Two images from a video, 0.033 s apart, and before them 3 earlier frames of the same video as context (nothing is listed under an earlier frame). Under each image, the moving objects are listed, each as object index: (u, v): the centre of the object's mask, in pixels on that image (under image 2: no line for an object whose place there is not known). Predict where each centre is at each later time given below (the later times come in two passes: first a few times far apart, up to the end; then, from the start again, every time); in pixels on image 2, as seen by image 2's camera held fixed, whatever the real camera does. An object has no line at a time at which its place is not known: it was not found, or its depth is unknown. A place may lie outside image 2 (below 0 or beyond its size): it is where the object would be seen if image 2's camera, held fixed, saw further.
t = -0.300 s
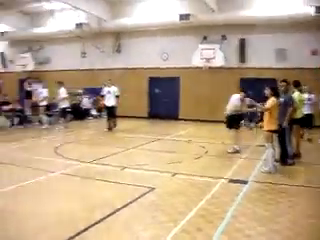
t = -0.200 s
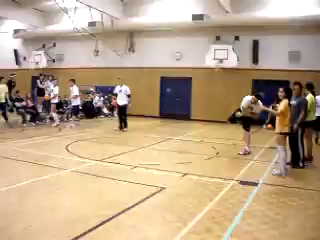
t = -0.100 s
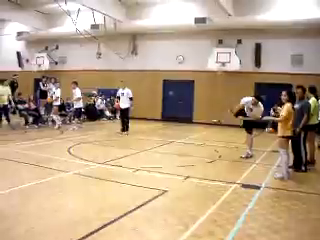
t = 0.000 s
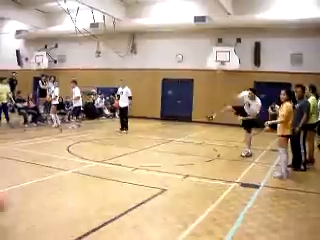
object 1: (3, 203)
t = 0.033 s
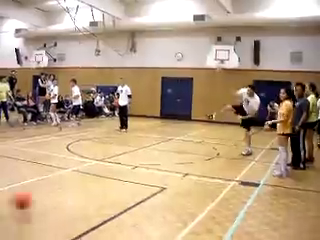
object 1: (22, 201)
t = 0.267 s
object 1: (111, 161)
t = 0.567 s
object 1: (164, 150)
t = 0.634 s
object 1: (172, 146)
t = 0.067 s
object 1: (43, 200)
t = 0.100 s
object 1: (58, 190)
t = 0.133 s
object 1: (71, 181)
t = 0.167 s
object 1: (82, 174)
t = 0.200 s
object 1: (93, 169)
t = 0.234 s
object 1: (103, 165)
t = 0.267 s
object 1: (111, 161)
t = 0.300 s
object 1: (119, 160)
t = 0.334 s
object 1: (126, 159)
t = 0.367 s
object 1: (133, 159)
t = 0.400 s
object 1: (139, 159)
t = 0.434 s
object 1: (145, 160)
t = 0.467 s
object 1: (150, 161)
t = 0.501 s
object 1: (155, 158)
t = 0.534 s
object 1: (160, 153)
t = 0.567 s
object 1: (164, 150)
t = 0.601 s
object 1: (168, 147)
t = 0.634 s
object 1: (172, 146)
